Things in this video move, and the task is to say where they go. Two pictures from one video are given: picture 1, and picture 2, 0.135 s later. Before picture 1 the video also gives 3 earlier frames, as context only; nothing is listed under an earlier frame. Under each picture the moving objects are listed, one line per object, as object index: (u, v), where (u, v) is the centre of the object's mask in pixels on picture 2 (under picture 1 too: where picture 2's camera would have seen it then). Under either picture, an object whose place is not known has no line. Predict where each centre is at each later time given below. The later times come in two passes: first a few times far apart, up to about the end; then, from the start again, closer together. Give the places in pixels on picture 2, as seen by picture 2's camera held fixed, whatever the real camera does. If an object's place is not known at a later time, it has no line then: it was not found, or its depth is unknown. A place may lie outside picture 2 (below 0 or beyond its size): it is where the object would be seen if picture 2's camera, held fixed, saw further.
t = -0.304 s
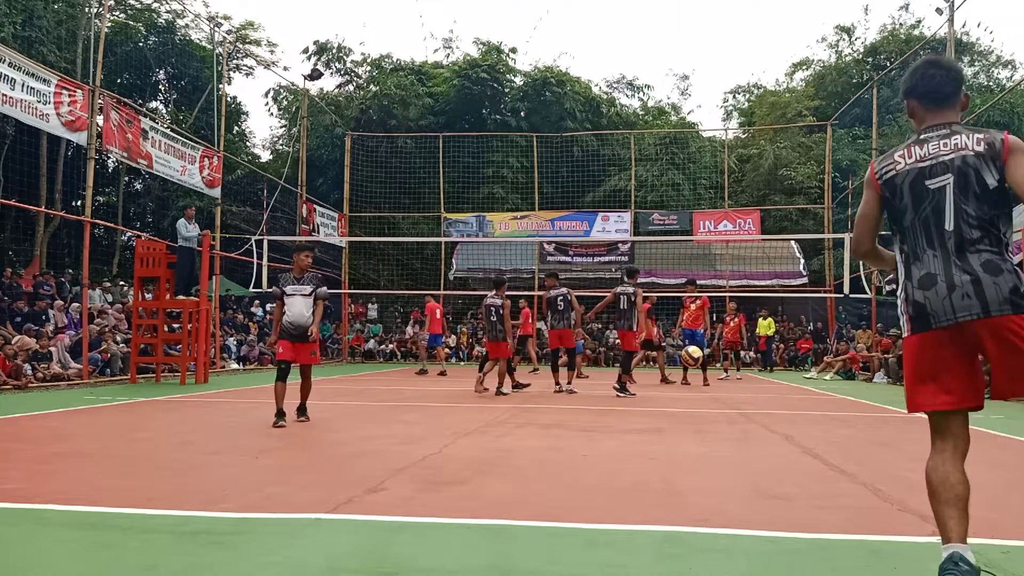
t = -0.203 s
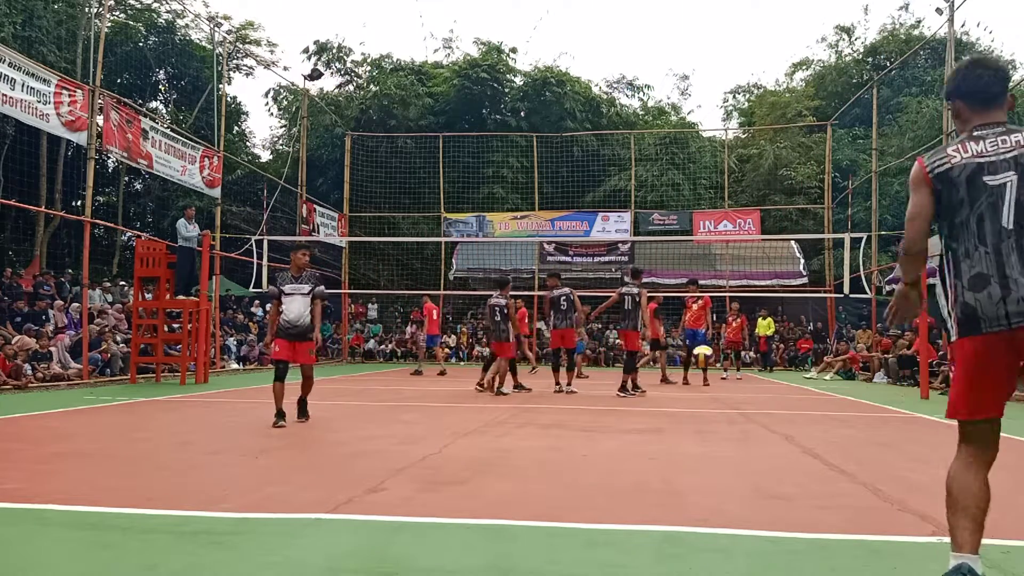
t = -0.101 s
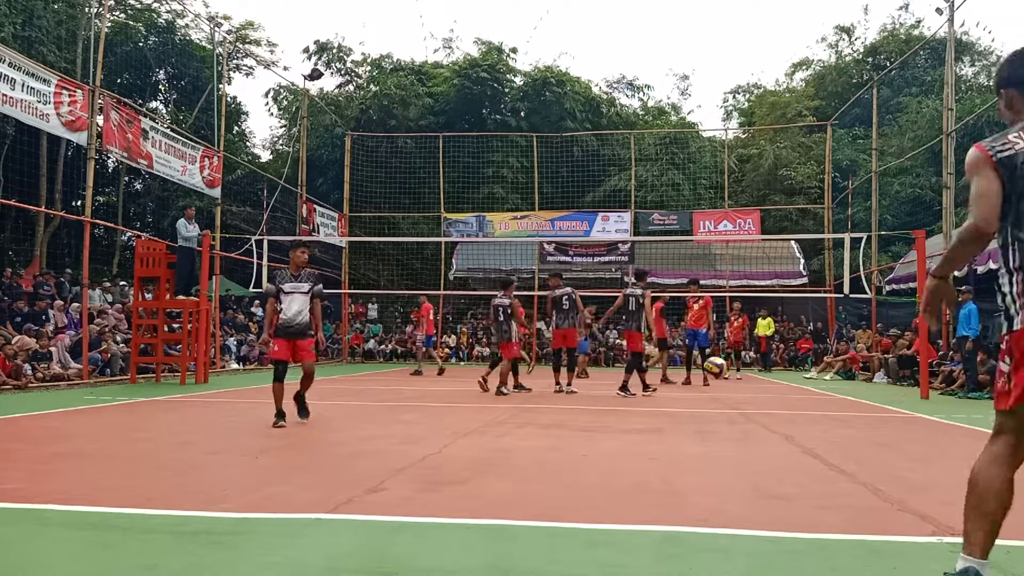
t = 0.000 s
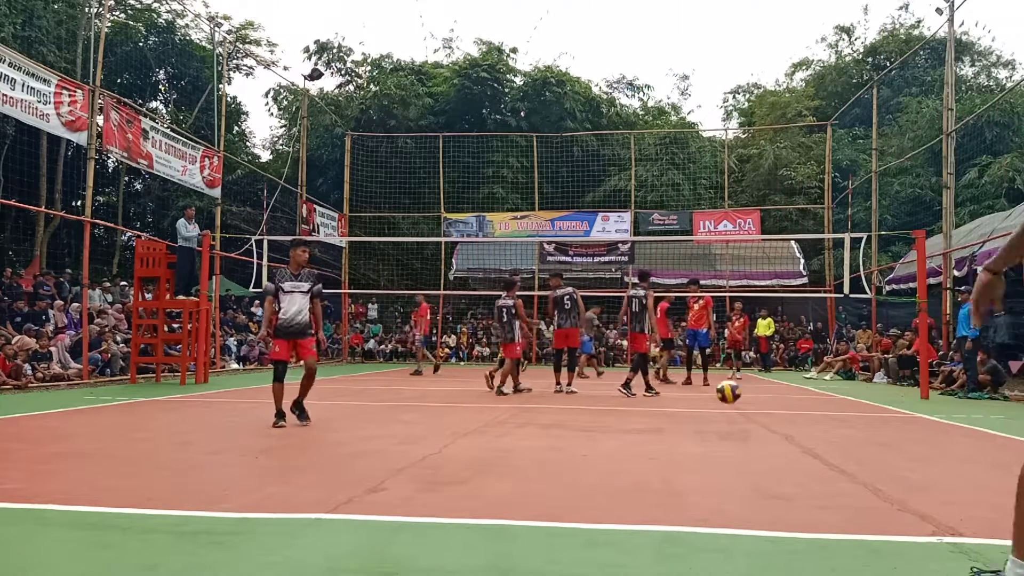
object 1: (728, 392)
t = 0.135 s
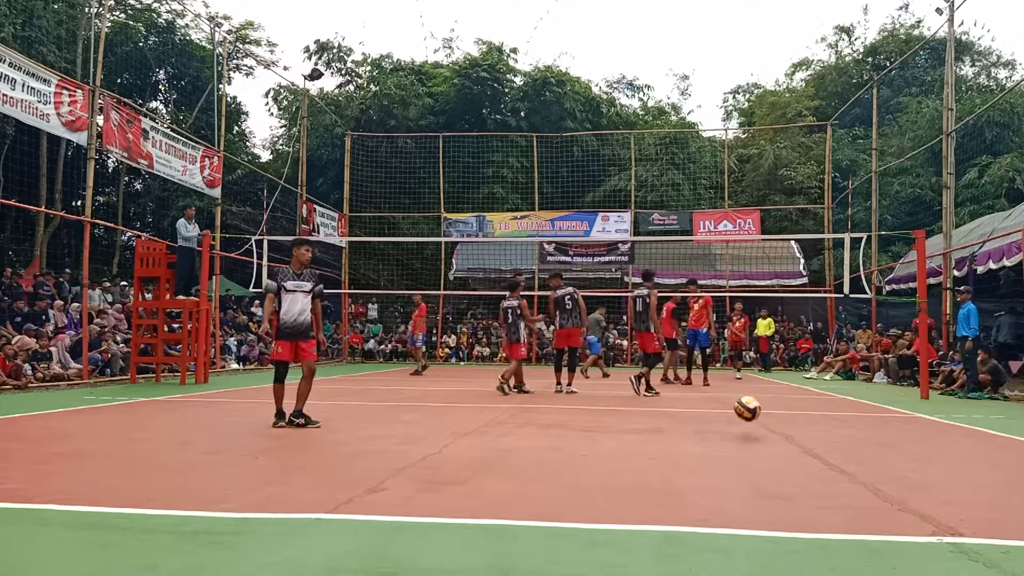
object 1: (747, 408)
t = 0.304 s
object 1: (774, 383)
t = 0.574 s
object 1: (824, 420)
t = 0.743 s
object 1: (862, 422)
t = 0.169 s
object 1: (752, 401)
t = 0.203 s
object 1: (757, 395)
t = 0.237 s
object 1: (762, 389)
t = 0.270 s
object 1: (767, 385)
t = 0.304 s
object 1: (774, 383)
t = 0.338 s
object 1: (779, 382)
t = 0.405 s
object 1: (790, 385)
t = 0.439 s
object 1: (796, 388)
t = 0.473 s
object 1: (803, 393)
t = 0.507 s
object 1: (810, 400)
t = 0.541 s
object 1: (817, 409)
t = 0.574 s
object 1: (824, 420)
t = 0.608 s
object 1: (832, 433)
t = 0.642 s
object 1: (839, 446)
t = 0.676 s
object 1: (846, 437)
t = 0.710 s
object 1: (854, 428)
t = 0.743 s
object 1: (862, 422)
